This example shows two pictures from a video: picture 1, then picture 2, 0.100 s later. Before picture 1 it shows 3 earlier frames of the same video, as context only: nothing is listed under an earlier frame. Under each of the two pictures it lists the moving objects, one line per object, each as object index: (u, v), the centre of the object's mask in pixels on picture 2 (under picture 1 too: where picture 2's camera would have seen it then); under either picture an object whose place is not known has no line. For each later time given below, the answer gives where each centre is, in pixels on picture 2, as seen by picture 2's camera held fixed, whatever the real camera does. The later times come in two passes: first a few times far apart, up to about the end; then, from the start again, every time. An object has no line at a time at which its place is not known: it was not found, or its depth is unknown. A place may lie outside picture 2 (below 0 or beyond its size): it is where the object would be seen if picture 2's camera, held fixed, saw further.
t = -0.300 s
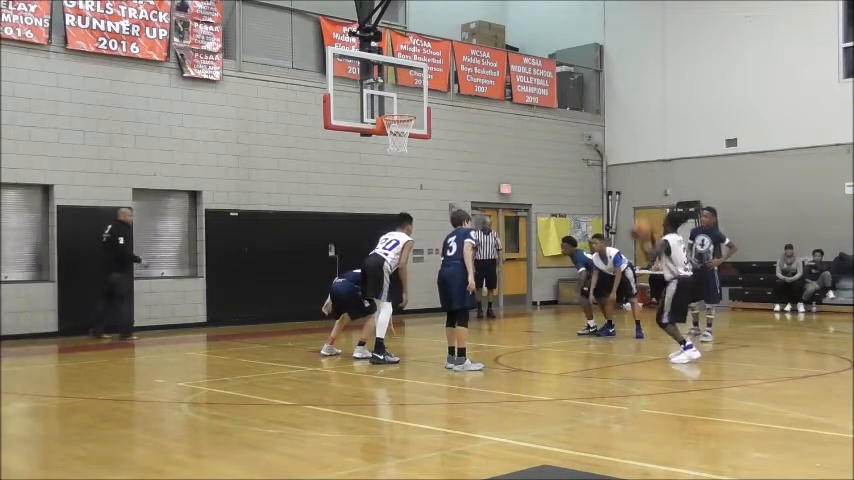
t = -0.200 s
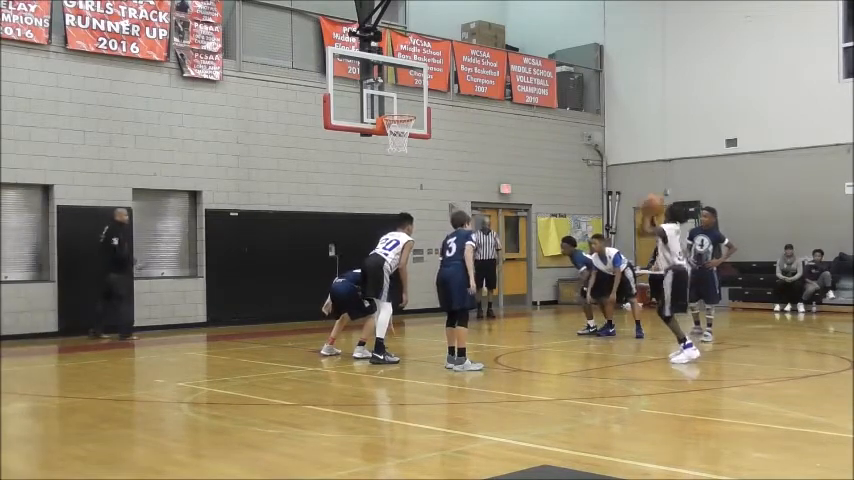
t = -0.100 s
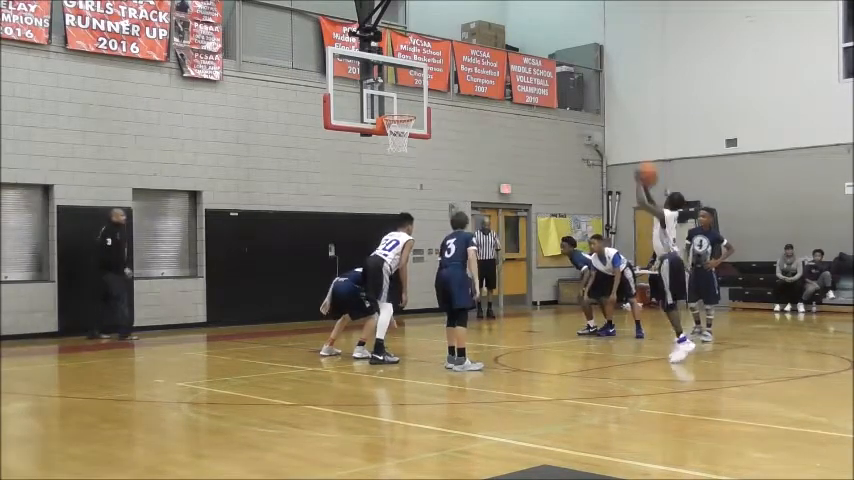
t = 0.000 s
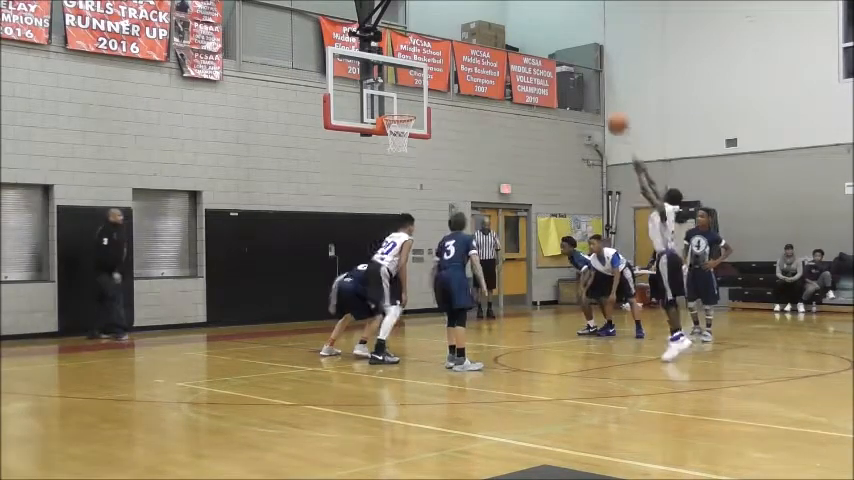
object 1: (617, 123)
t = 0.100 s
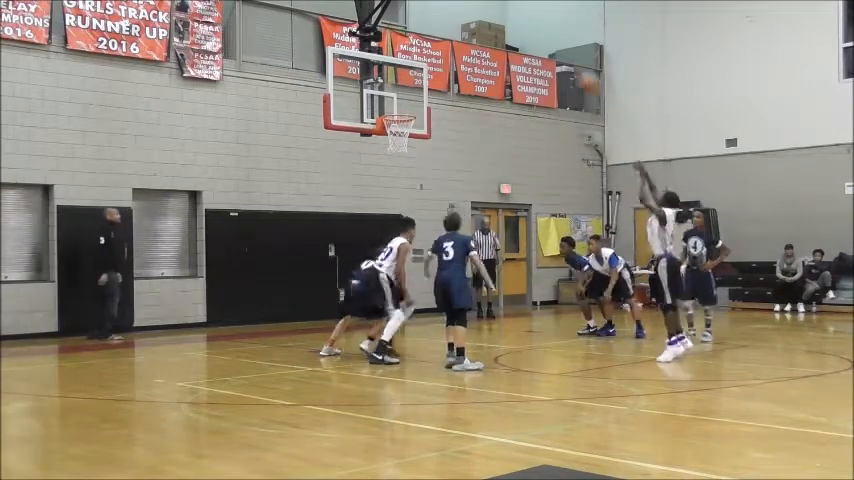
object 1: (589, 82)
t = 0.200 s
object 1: (562, 55)
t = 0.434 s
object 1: (504, 24)
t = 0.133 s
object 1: (580, 71)
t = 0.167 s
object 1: (568, 63)
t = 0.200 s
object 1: (562, 55)
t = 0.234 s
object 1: (551, 47)
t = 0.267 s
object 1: (543, 42)
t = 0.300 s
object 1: (534, 37)
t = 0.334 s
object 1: (526, 33)
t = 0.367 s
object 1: (518, 29)
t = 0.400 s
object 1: (511, 26)
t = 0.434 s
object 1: (504, 24)
